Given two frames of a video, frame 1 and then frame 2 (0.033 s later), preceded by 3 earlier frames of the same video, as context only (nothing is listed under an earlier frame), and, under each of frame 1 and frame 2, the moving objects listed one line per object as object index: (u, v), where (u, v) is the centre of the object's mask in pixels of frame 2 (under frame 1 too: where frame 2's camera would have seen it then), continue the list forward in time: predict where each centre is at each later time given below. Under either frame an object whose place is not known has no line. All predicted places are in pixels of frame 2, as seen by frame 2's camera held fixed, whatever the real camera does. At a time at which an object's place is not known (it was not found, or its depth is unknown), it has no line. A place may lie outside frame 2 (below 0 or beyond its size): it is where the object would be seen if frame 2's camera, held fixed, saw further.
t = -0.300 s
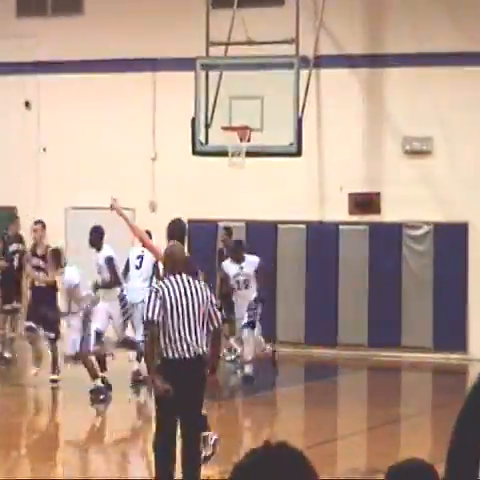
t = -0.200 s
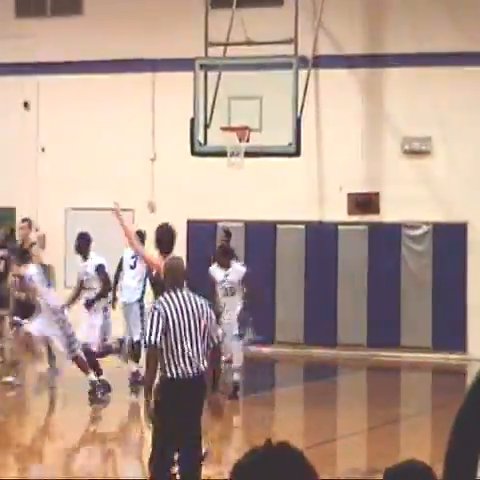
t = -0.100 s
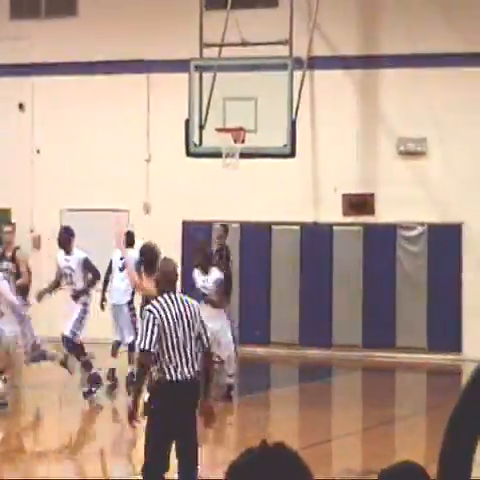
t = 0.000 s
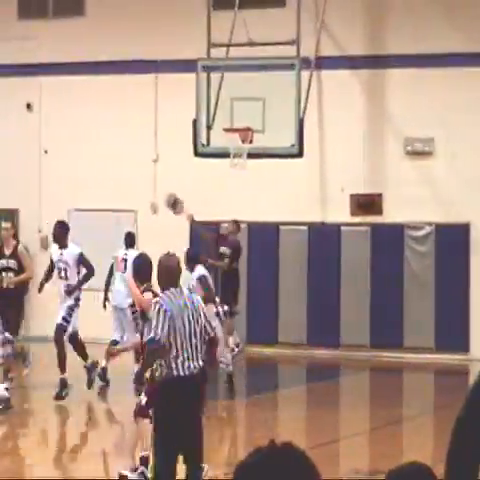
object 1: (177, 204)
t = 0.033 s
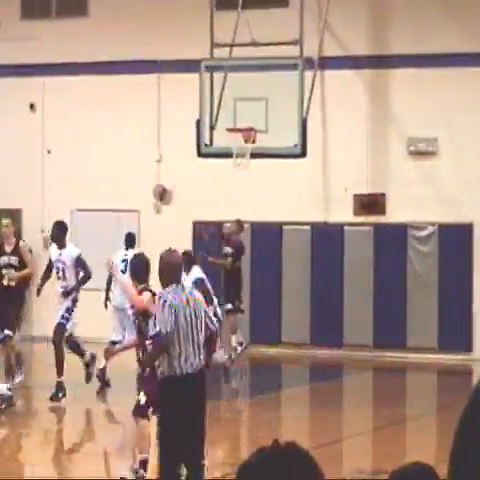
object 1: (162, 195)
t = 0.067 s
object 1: (146, 185)
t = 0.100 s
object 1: (130, 177)
